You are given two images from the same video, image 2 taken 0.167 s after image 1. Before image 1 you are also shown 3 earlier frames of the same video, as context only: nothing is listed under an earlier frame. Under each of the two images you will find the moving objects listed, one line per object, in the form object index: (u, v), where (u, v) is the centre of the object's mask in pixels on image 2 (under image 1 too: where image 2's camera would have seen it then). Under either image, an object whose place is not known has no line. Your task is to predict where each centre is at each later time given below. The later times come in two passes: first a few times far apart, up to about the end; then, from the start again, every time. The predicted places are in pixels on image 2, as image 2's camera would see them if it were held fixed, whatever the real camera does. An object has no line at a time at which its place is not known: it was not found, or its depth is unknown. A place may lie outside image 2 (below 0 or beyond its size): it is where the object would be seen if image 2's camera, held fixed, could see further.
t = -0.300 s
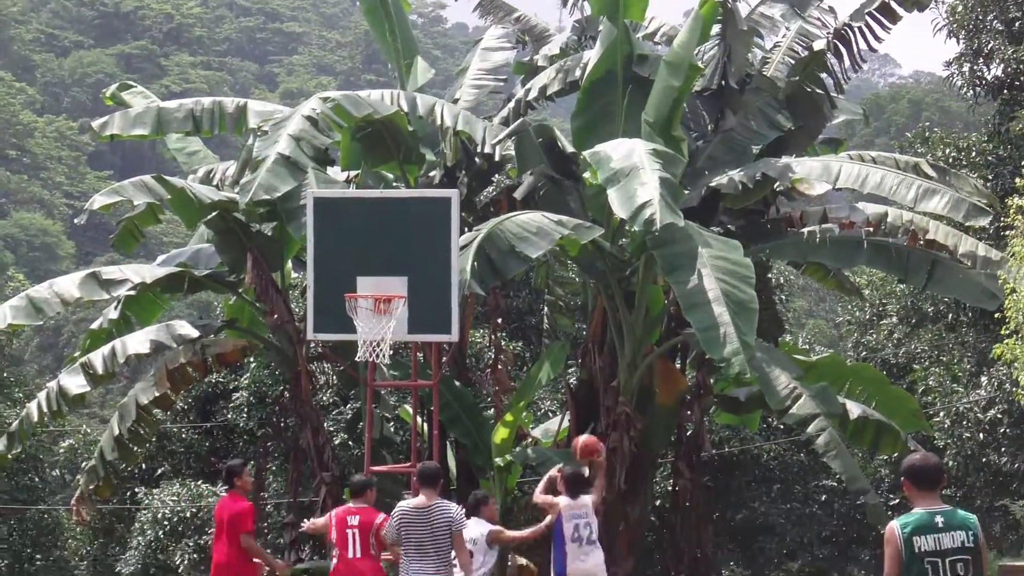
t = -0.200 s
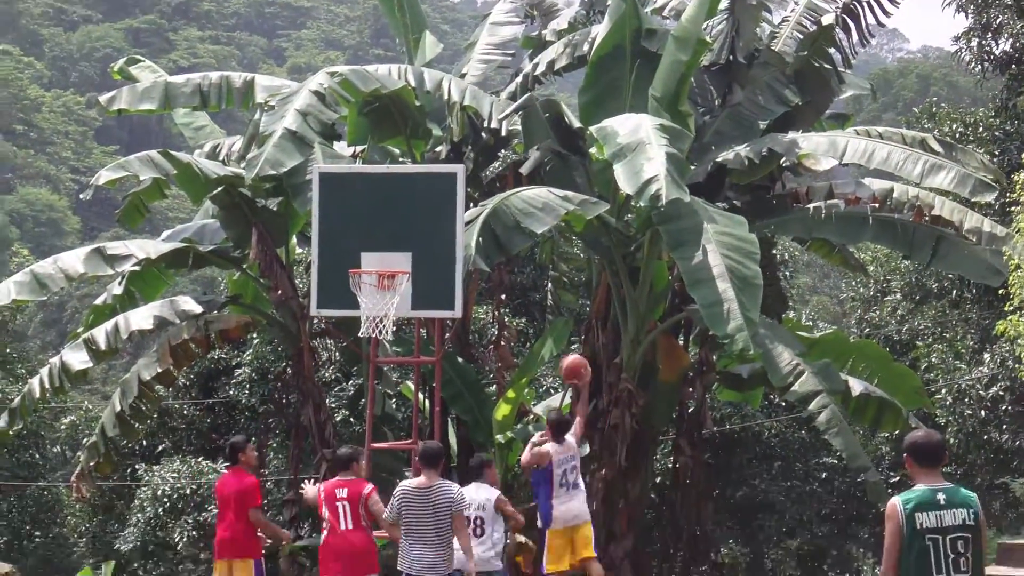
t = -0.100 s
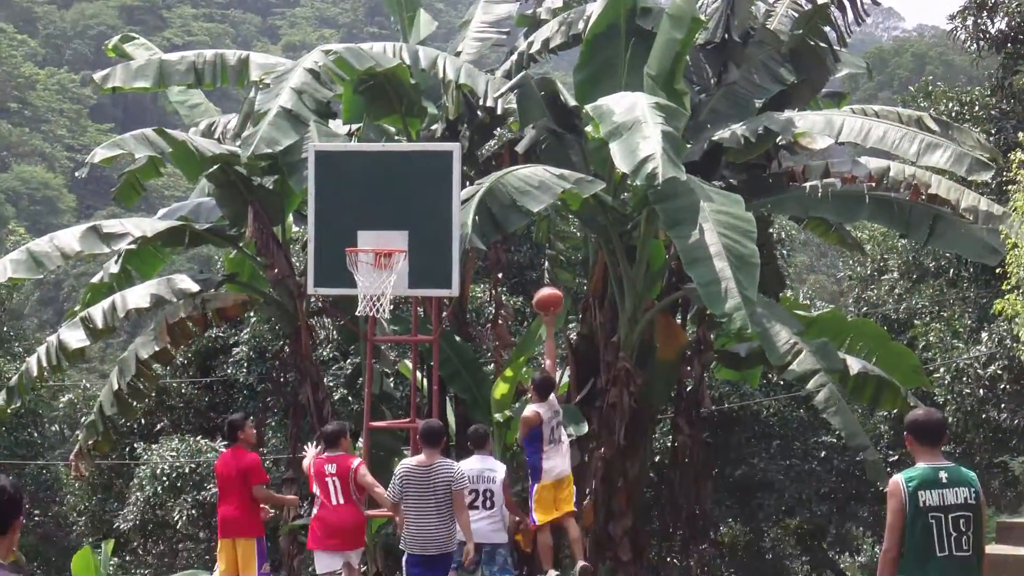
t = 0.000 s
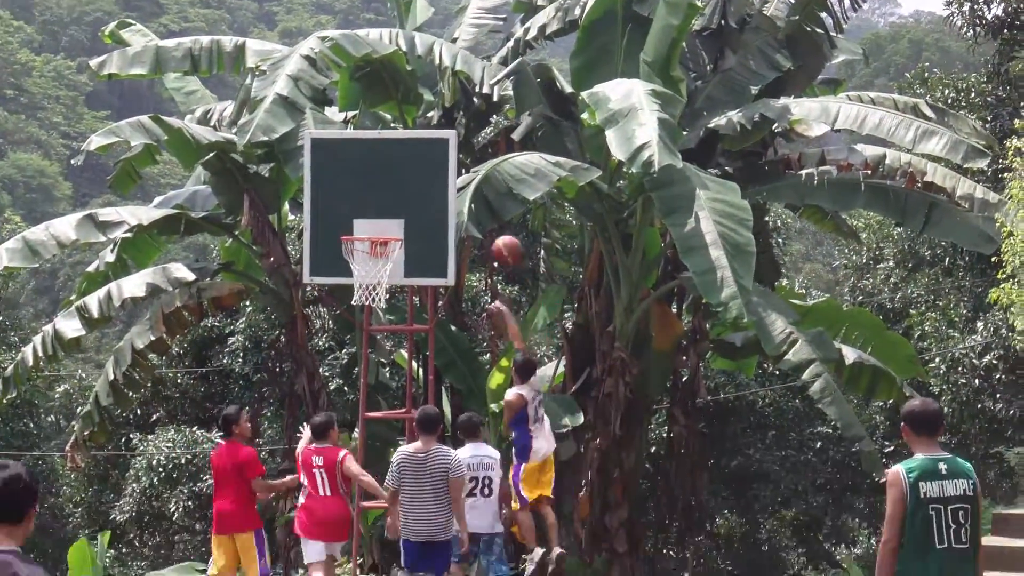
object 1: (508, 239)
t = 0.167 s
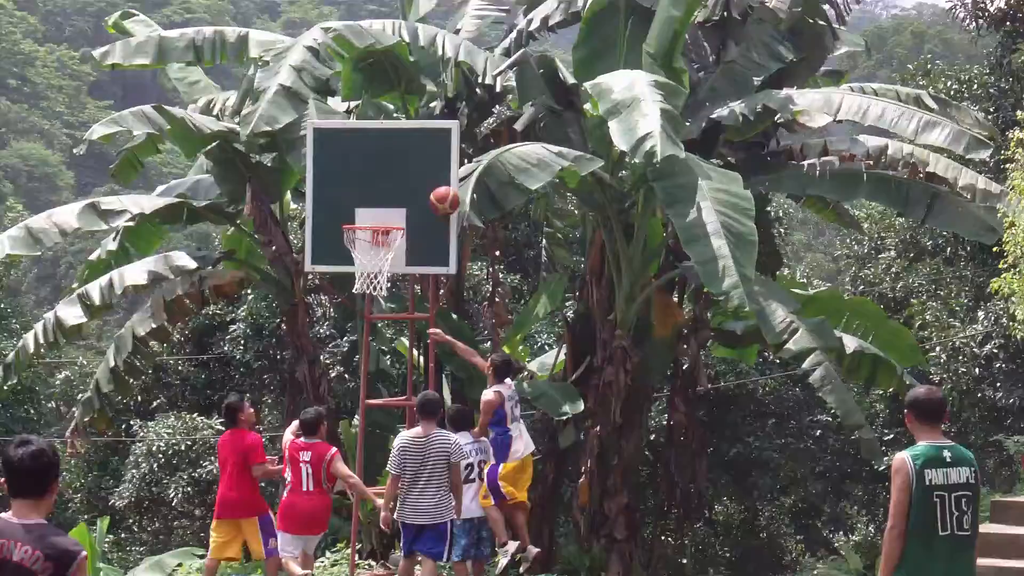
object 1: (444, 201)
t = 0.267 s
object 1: (408, 194)
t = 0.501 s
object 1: (371, 211)
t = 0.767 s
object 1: (427, 207)
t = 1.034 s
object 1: (474, 269)
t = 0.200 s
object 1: (433, 196)
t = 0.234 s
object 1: (418, 195)
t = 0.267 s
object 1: (408, 194)
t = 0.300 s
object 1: (398, 195)
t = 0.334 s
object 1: (389, 198)
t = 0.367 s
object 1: (377, 202)
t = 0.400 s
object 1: (366, 208)
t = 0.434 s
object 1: (354, 213)
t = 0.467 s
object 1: (361, 213)
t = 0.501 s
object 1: (371, 211)
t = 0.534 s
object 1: (379, 210)
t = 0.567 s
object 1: (386, 210)
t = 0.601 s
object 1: (395, 211)
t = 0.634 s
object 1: (403, 210)
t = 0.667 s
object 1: (409, 209)
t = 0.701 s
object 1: (415, 207)
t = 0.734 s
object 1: (420, 206)
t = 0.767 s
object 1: (427, 207)
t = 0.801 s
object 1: (434, 211)
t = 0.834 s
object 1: (439, 215)
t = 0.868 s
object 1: (444, 221)
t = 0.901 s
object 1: (451, 228)
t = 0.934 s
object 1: (457, 236)
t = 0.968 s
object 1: (462, 247)
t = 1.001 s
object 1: (466, 257)
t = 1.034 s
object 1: (474, 269)
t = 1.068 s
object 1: (480, 283)
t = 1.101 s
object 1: (483, 299)
